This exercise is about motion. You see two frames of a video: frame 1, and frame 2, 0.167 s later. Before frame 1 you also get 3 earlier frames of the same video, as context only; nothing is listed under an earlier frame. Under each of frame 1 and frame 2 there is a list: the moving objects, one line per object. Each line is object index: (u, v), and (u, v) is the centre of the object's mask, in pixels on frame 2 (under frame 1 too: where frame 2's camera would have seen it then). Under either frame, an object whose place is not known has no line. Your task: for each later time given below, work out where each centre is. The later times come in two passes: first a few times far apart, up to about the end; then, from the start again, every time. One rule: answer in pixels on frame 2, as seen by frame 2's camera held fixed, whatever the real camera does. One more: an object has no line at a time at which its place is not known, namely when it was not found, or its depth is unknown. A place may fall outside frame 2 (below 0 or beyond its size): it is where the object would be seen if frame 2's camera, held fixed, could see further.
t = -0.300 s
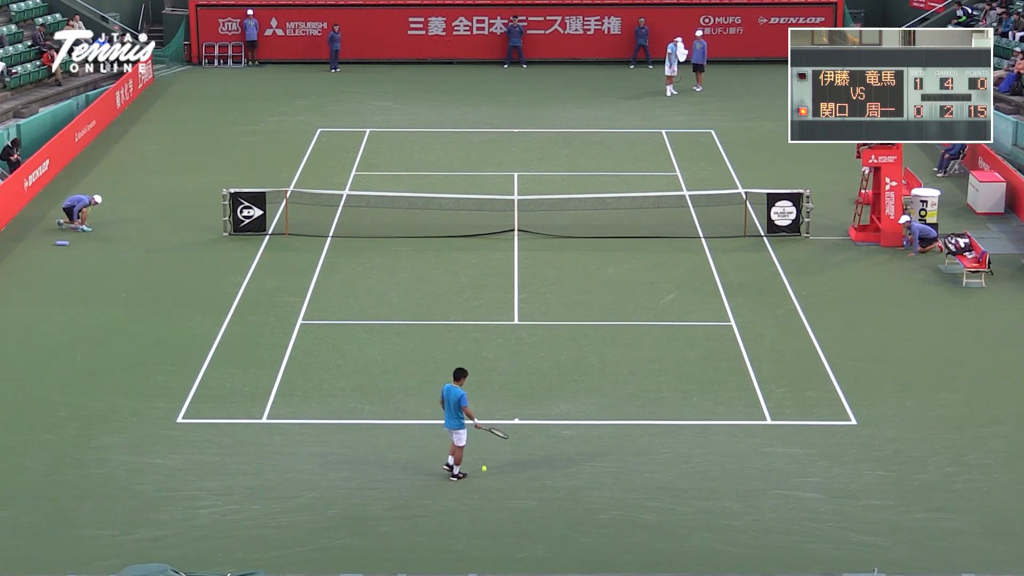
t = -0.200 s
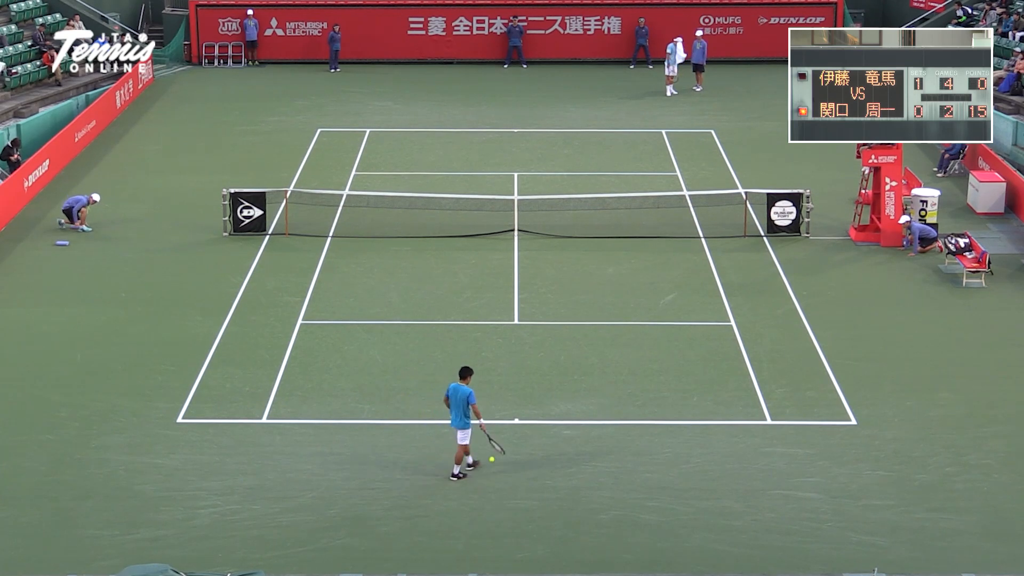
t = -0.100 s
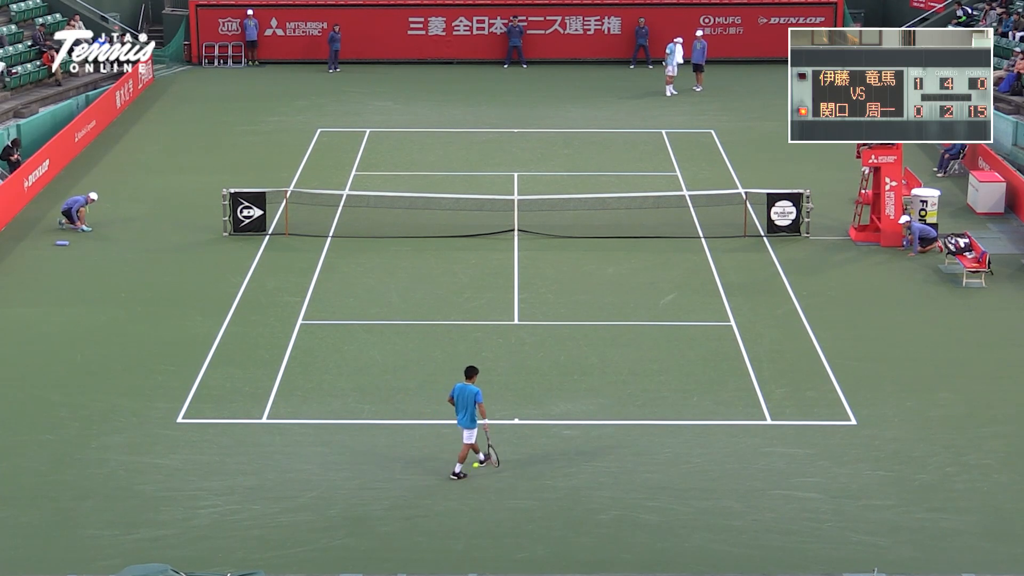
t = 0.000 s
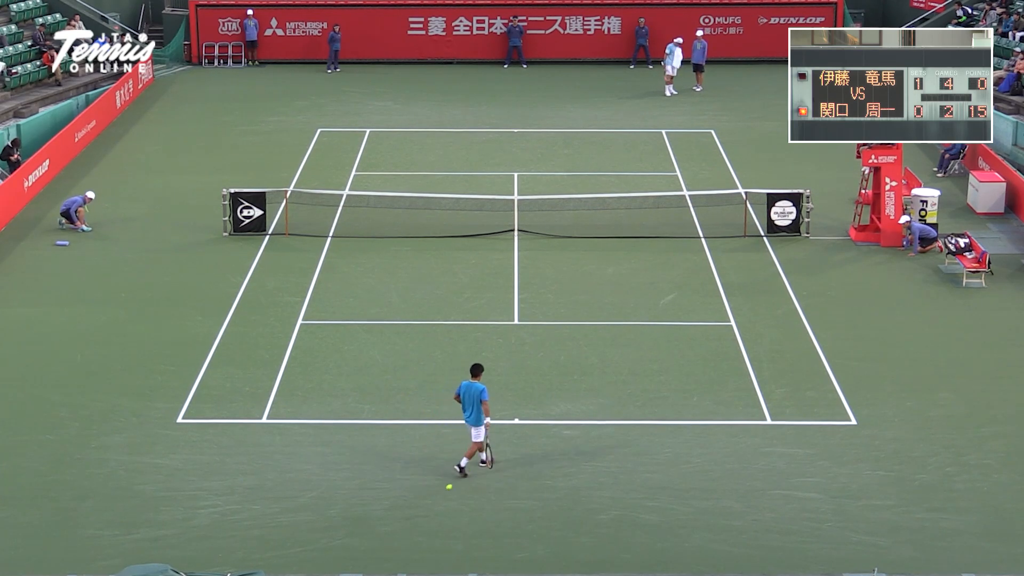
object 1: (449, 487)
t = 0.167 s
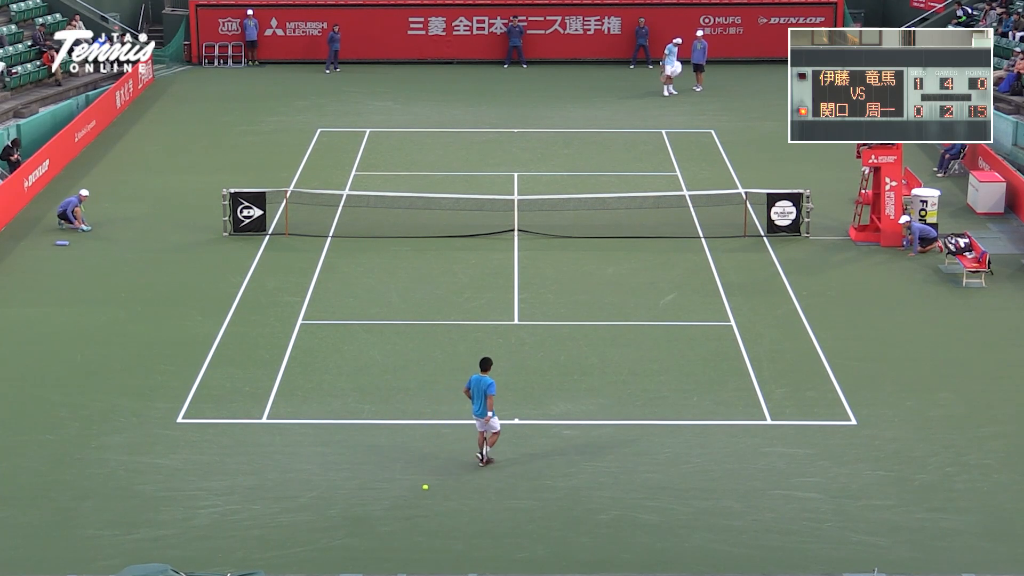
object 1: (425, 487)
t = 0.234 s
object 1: (418, 488)
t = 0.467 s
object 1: (390, 514)
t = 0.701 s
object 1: (360, 516)
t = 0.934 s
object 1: (330, 532)
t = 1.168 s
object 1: (299, 548)
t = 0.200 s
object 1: (421, 487)
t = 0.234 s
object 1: (418, 488)
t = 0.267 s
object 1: (414, 489)
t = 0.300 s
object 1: (410, 492)
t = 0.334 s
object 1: (406, 495)
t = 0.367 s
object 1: (402, 498)
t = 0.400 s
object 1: (398, 503)
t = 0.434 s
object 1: (394, 508)
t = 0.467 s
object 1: (390, 514)
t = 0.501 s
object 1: (386, 513)
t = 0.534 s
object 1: (382, 512)
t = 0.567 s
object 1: (378, 511)
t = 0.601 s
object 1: (373, 511)
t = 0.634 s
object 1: (369, 512)
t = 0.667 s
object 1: (365, 514)
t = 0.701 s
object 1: (360, 516)
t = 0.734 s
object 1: (356, 519)
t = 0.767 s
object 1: (352, 523)
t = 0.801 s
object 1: (347, 527)
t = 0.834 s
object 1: (343, 533)
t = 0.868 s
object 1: (339, 532)
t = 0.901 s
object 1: (334, 532)
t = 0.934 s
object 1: (330, 532)
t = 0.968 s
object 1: (325, 533)
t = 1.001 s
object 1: (321, 535)
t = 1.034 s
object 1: (317, 538)
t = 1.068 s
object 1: (312, 541)
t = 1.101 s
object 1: (308, 545)
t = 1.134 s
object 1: (303, 549)
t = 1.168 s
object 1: (299, 548)
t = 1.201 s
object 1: (295, 549)
